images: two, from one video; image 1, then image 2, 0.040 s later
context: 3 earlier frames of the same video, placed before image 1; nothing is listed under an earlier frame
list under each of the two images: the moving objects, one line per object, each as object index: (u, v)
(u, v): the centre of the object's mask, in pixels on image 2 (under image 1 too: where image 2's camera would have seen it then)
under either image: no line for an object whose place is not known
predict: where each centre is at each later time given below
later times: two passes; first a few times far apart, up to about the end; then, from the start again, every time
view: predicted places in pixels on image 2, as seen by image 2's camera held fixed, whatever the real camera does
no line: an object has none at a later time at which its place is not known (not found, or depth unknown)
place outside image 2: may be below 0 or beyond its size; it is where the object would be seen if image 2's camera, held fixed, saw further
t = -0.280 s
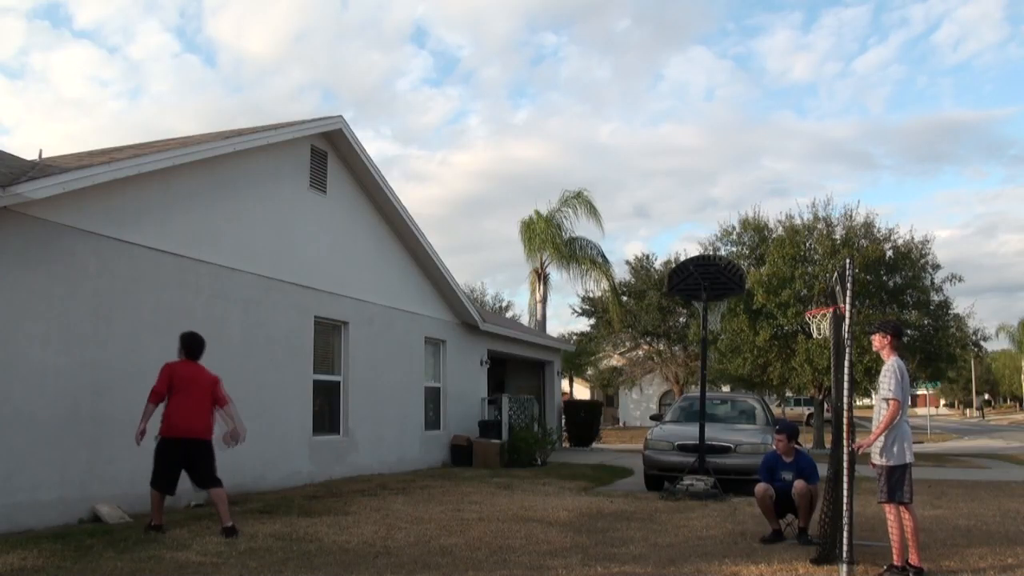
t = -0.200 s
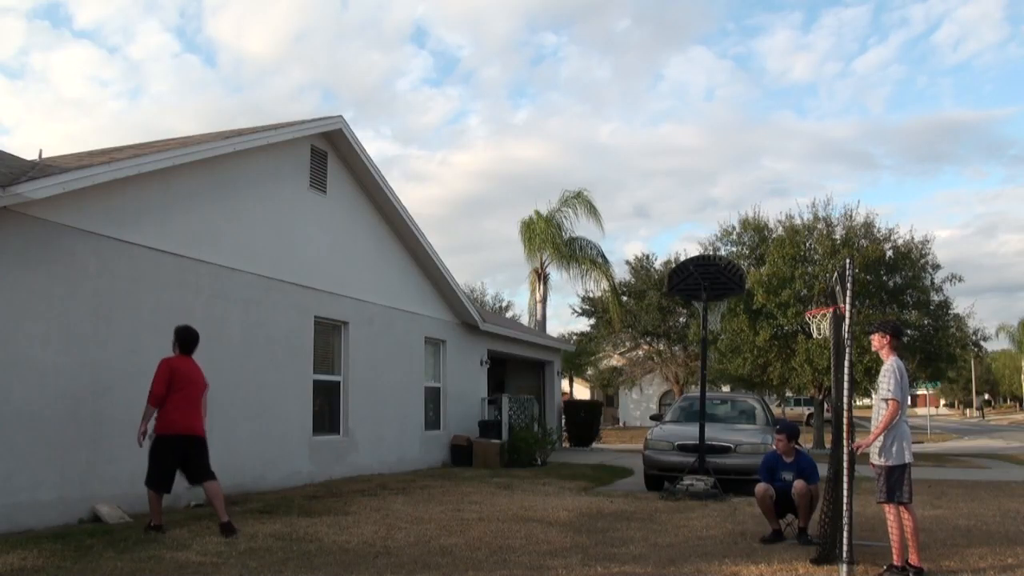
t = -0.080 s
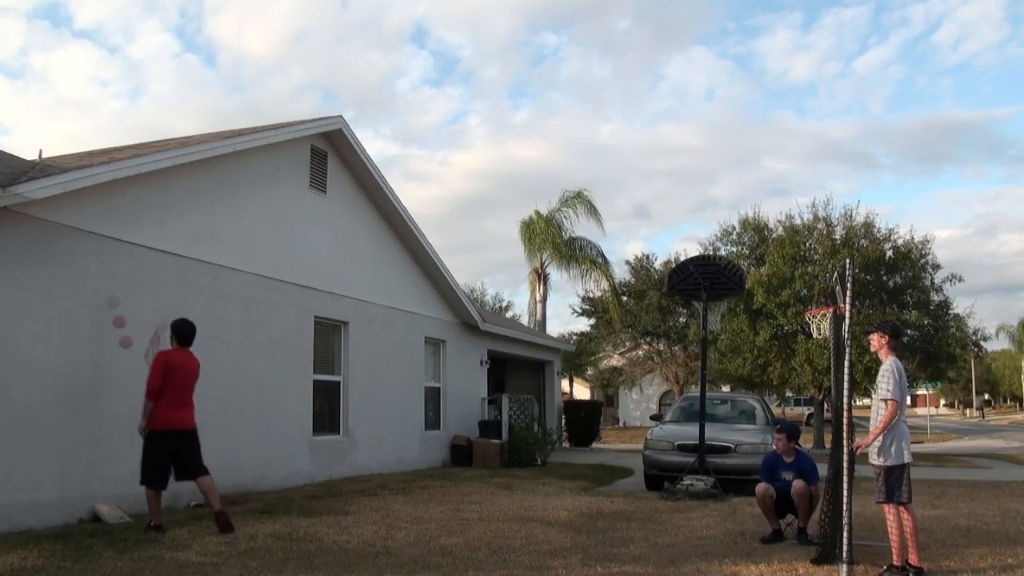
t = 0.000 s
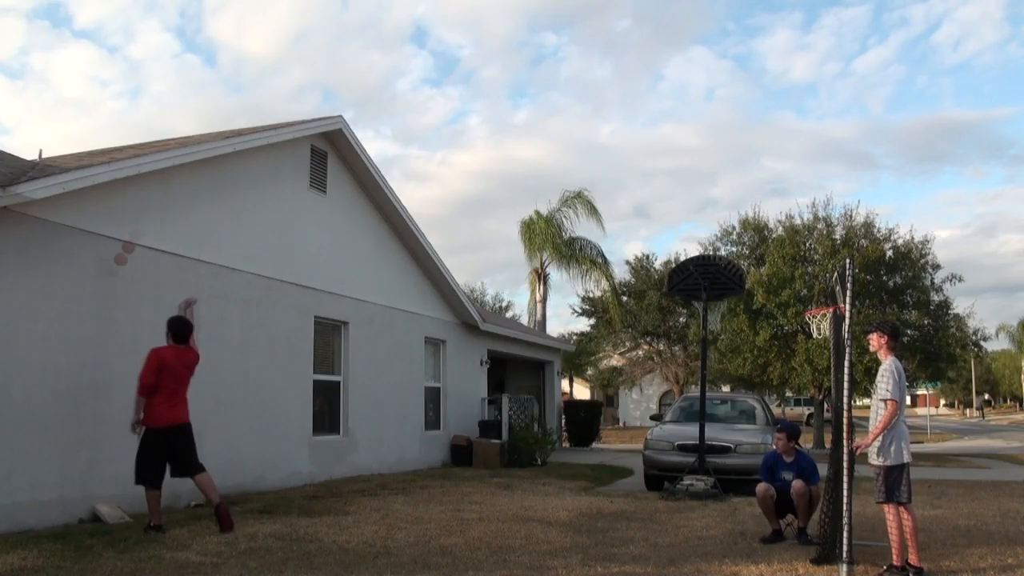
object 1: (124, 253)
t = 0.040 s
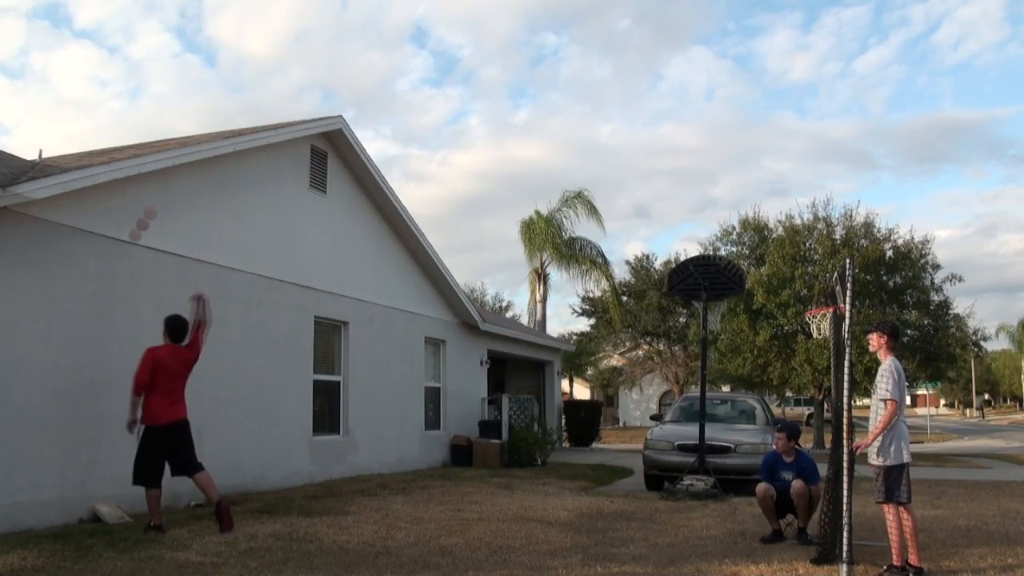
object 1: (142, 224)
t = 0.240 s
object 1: (232, 109)
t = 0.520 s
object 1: (360, 13)
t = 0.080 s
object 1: (161, 196)
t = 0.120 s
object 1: (177, 174)
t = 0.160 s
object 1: (195, 151)
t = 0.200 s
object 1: (217, 125)
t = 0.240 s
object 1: (232, 109)
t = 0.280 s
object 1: (251, 90)
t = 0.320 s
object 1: (270, 72)
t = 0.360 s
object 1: (285, 60)
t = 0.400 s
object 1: (305, 44)
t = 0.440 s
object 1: (322, 32)
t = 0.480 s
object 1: (342, 21)
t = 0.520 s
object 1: (360, 13)
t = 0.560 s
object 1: (376, 7)
